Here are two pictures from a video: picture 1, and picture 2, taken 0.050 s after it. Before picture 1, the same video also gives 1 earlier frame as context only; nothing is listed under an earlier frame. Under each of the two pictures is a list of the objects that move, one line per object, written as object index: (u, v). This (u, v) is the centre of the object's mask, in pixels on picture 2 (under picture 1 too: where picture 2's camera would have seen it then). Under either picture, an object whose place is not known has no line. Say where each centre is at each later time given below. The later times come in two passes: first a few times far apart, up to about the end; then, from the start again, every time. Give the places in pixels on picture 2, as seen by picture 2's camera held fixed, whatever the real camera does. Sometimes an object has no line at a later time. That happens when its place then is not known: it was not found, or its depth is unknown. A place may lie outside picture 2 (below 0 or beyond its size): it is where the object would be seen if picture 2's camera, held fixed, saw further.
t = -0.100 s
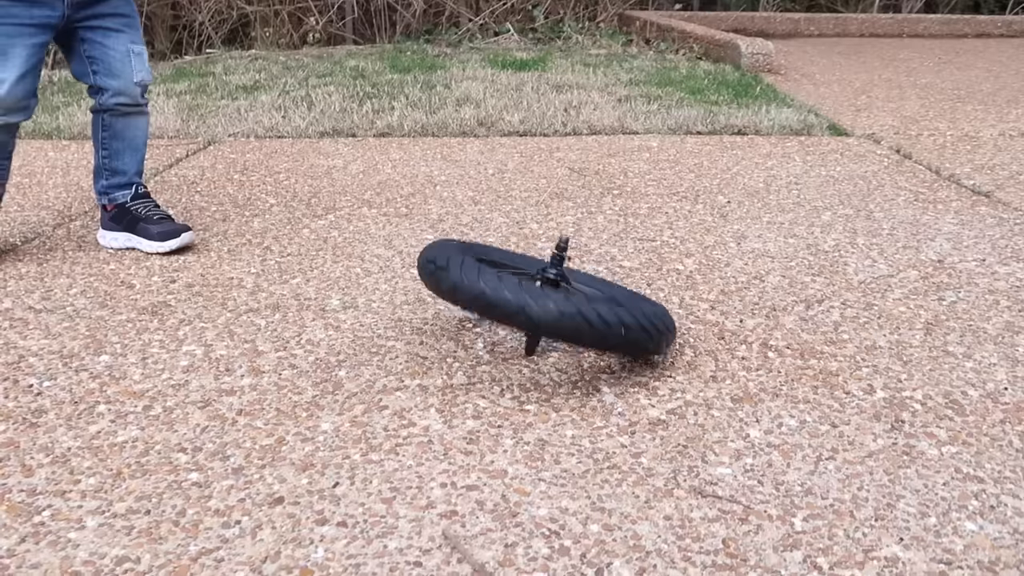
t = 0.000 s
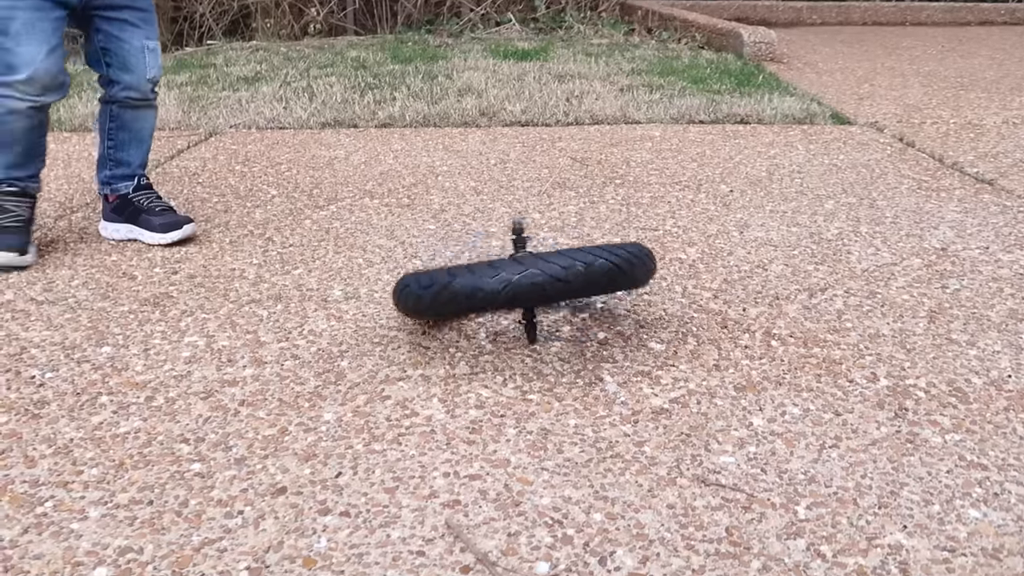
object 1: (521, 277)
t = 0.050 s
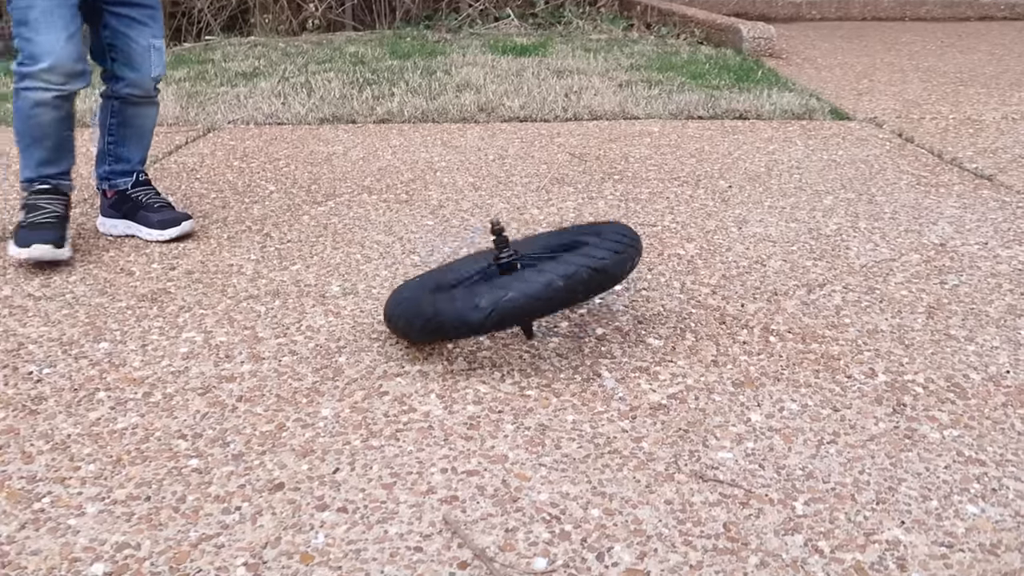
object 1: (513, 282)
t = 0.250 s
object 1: (531, 295)
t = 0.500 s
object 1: (528, 274)
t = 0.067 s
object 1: (511, 284)
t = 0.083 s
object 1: (511, 287)
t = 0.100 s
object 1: (511, 288)
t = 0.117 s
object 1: (511, 291)
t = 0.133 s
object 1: (513, 292)
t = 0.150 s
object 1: (515, 294)
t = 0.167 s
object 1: (517, 295)
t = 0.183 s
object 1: (520, 296)
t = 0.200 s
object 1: (523, 296)
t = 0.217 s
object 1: (525, 296)
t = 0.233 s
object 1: (529, 296)
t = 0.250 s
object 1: (531, 295)
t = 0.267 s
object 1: (534, 294)
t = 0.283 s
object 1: (536, 293)
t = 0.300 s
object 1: (538, 292)
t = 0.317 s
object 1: (539, 291)
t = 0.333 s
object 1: (541, 290)
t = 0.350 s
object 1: (541, 288)
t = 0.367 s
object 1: (541, 286)
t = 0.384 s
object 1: (541, 284)
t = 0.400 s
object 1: (540, 282)
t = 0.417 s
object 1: (539, 281)
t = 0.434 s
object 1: (536, 280)
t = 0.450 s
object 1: (535, 279)
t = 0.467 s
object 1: (532, 276)
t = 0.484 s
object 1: (531, 275)
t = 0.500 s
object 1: (528, 274)
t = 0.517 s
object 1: (524, 273)
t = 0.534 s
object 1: (521, 273)
